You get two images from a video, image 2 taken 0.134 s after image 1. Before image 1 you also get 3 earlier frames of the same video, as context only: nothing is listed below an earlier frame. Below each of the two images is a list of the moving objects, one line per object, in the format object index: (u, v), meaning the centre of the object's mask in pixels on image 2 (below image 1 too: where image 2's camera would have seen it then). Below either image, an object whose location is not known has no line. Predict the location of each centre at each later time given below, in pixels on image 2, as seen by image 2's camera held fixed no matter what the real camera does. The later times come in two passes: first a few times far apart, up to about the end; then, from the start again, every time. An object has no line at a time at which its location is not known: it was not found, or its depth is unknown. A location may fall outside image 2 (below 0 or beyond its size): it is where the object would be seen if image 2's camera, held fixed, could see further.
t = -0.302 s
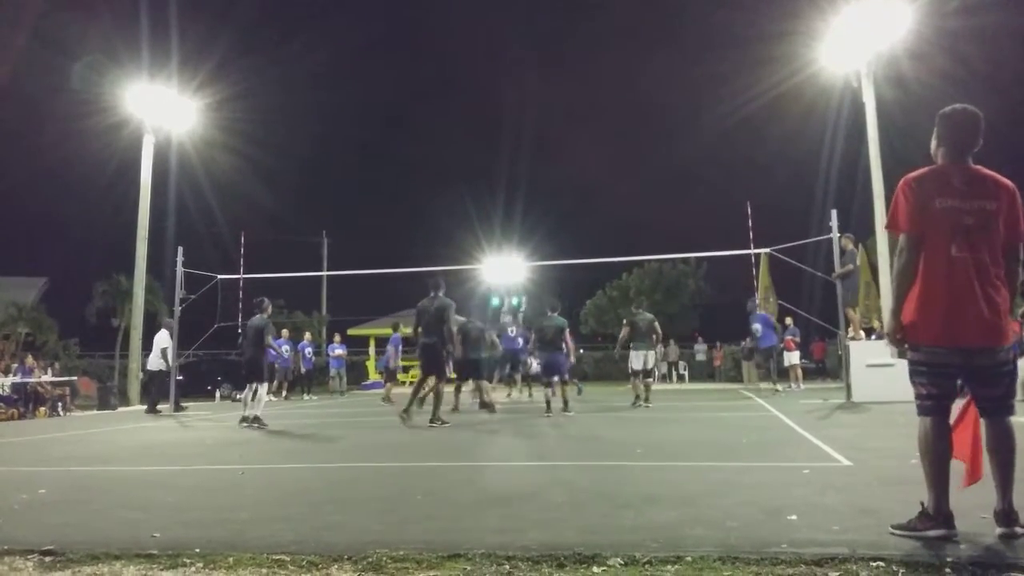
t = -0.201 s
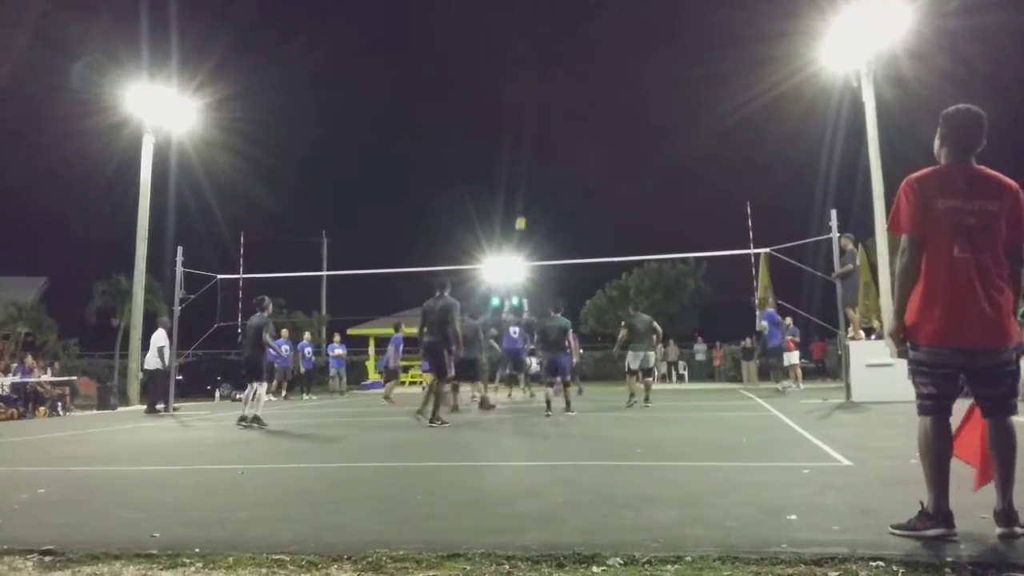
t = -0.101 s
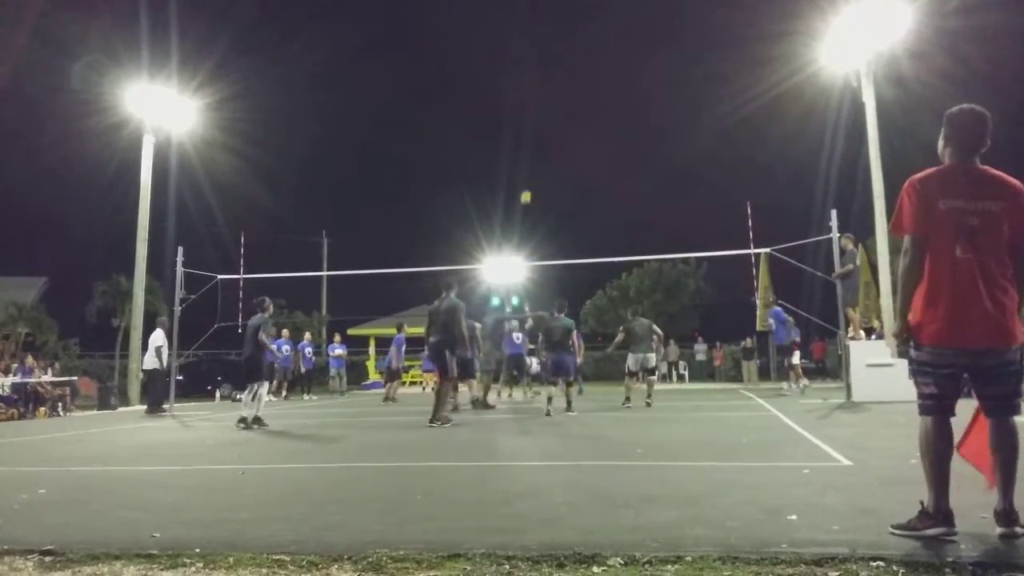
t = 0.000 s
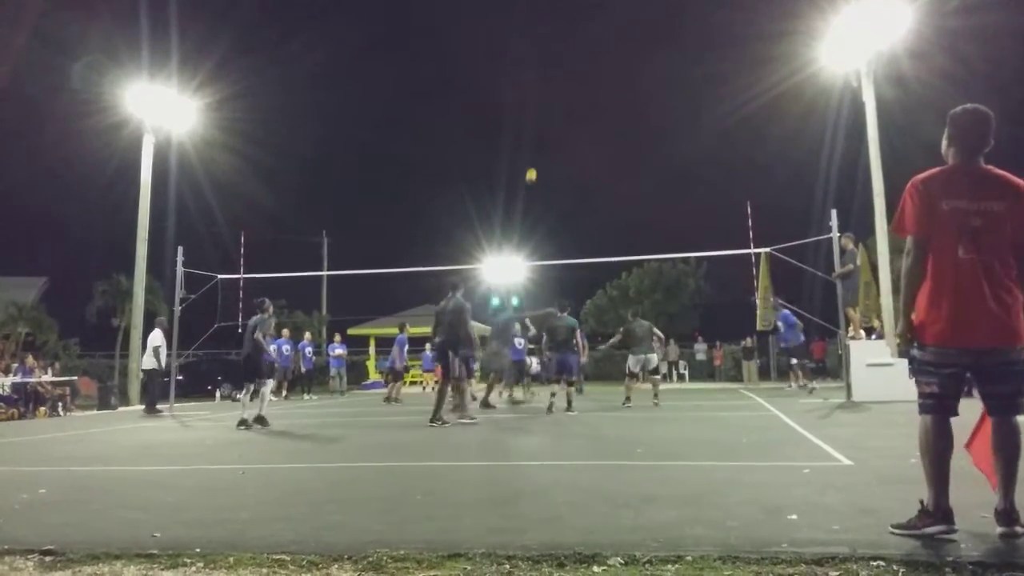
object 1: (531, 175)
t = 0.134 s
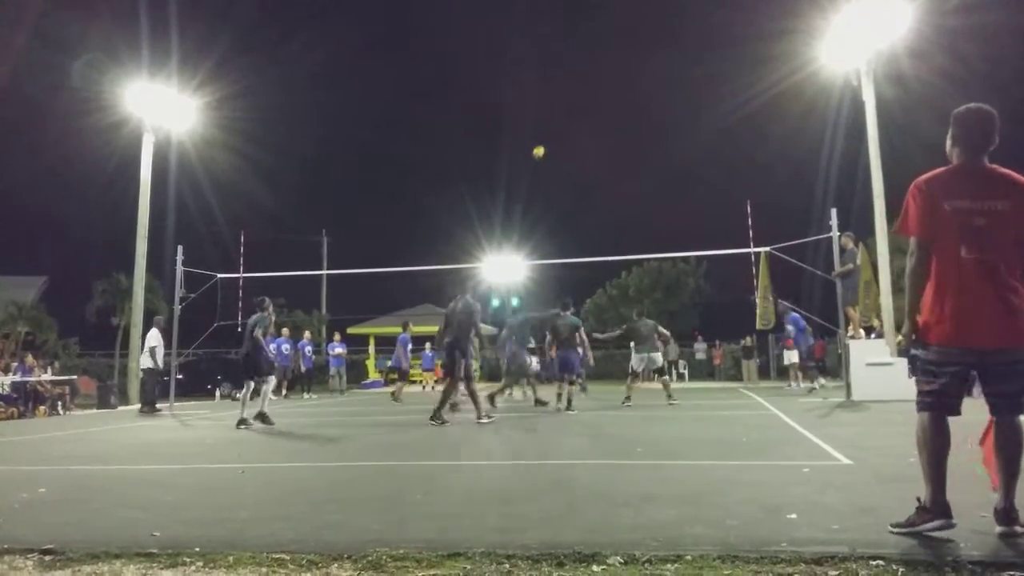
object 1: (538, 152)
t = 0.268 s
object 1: (546, 137)
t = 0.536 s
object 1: (563, 130)
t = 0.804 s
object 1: (583, 157)
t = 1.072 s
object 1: (604, 220)
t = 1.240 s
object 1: (619, 278)
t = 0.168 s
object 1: (540, 147)
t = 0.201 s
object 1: (542, 143)
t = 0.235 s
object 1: (544, 140)
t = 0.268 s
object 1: (546, 137)
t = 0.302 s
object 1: (548, 134)
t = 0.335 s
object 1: (550, 132)
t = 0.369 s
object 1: (552, 131)
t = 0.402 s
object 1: (555, 130)
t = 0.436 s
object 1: (557, 129)
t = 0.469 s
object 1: (559, 129)
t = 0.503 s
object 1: (561, 129)
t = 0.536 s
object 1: (563, 130)
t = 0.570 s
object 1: (566, 132)
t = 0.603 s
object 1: (568, 134)
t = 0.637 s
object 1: (571, 137)
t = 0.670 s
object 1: (573, 139)
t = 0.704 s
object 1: (576, 143)
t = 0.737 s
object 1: (578, 147)
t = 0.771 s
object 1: (581, 152)
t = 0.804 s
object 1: (583, 157)
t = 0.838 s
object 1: (586, 163)
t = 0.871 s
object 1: (588, 170)
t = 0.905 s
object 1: (591, 177)
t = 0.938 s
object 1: (593, 185)
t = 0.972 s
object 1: (596, 193)
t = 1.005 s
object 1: (599, 201)
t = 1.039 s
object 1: (601, 210)
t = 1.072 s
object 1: (604, 220)
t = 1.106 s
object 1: (607, 231)
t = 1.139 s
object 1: (609, 242)
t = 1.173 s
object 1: (612, 251)
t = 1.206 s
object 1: (616, 267)
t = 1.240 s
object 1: (619, 278)
